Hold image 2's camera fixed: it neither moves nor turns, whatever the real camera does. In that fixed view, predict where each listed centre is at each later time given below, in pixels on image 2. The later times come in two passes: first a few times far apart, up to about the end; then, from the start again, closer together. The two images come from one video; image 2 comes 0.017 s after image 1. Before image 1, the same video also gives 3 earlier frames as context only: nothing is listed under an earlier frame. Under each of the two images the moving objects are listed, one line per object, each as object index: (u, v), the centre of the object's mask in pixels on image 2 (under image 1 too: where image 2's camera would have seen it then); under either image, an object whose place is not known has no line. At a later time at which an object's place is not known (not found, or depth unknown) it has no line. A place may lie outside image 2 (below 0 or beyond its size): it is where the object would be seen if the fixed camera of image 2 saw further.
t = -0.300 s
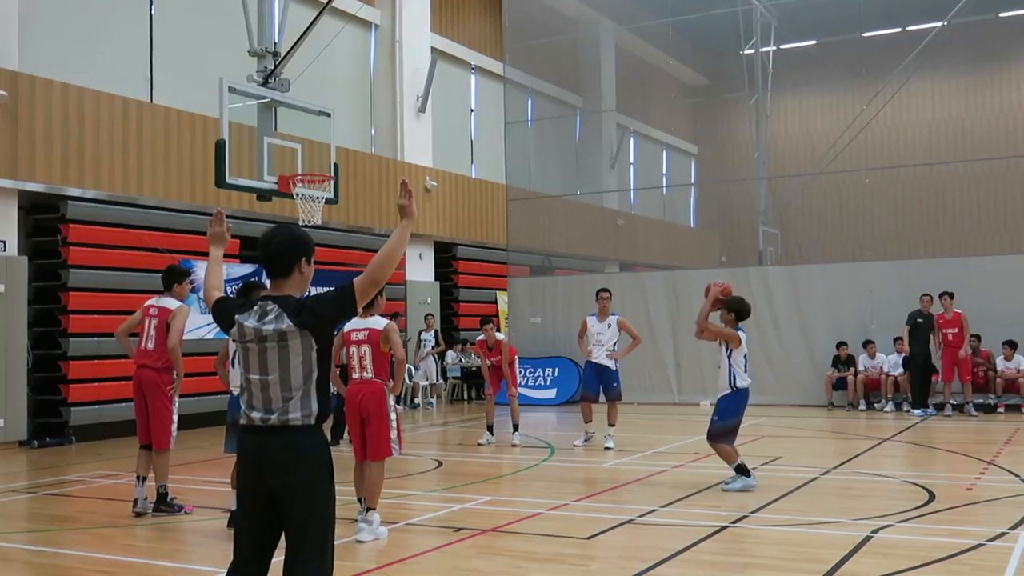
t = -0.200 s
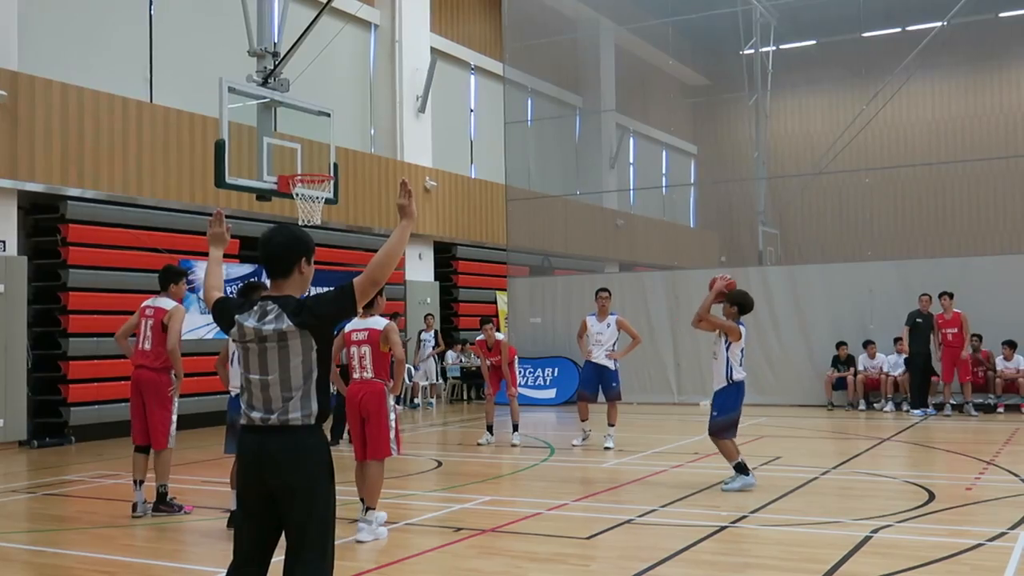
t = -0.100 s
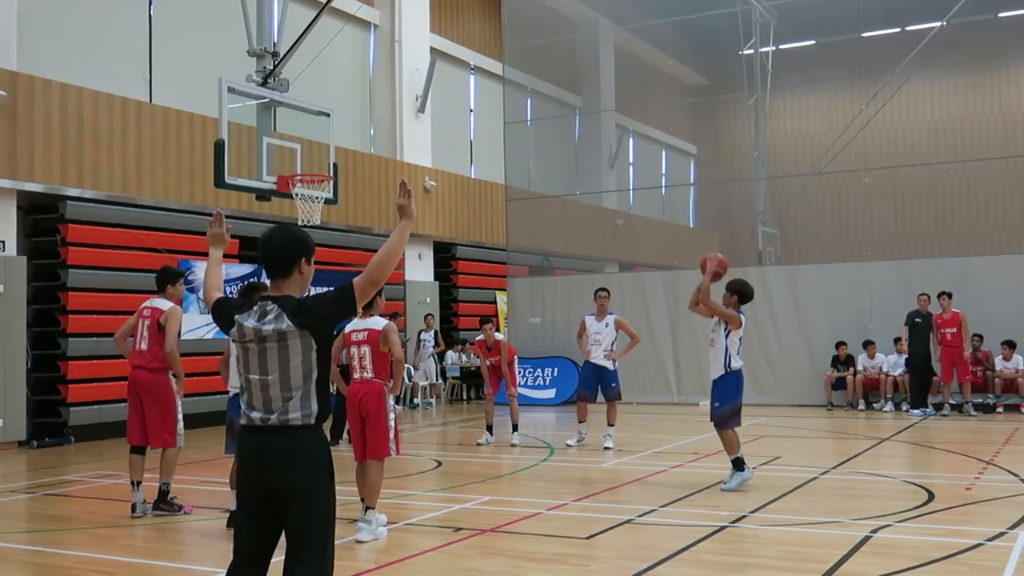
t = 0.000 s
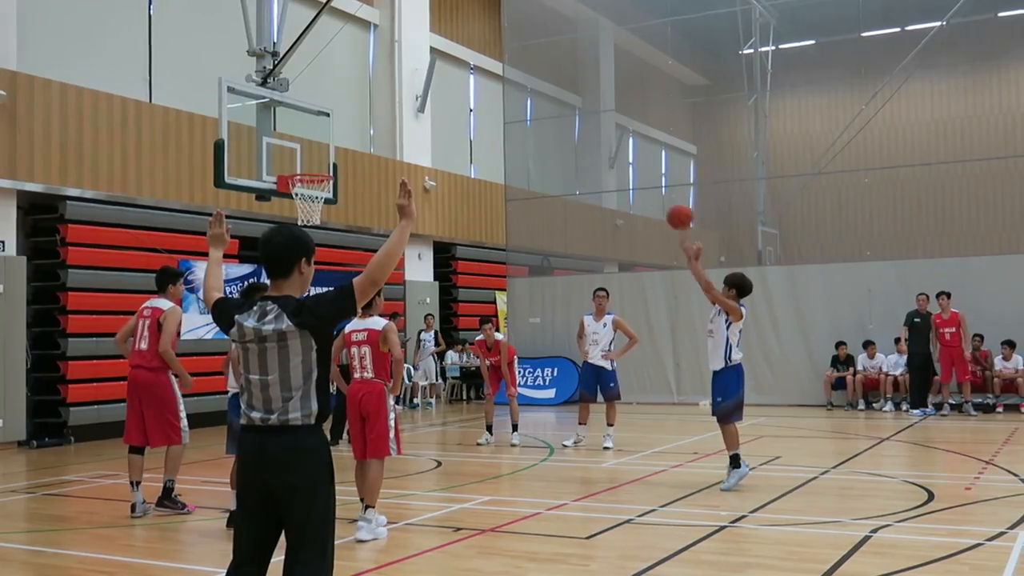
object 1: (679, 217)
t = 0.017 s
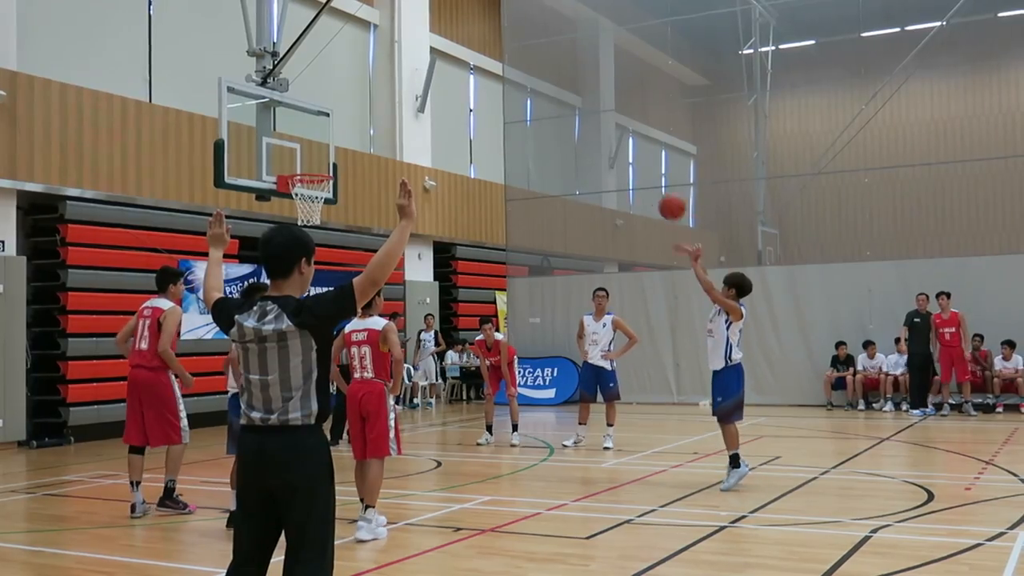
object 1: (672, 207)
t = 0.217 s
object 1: (579, 124)
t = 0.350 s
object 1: (522, 94)
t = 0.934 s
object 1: (309, 166)
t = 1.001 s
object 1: (303, 189)
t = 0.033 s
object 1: (664, 199)
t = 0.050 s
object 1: (656, 190)
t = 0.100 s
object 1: (632, 166)
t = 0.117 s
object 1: (624, 159)
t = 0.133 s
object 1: (616, 152)
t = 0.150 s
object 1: (609, 146)
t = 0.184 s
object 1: (593, 134)
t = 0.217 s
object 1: (579, 124)
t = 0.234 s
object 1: (572, 119)
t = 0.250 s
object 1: (564, 115)
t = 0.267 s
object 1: (556, 109)
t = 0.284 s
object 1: (549, 106)
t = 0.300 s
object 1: (543, 103)
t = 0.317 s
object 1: (535, 99)
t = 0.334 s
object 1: (528, 97)
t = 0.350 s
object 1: (522, 94)
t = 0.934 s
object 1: (309, 166)
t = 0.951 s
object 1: (303, 171)
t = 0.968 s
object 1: (299, 180)
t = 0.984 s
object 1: (300, 185)
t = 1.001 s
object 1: (303, 189)
